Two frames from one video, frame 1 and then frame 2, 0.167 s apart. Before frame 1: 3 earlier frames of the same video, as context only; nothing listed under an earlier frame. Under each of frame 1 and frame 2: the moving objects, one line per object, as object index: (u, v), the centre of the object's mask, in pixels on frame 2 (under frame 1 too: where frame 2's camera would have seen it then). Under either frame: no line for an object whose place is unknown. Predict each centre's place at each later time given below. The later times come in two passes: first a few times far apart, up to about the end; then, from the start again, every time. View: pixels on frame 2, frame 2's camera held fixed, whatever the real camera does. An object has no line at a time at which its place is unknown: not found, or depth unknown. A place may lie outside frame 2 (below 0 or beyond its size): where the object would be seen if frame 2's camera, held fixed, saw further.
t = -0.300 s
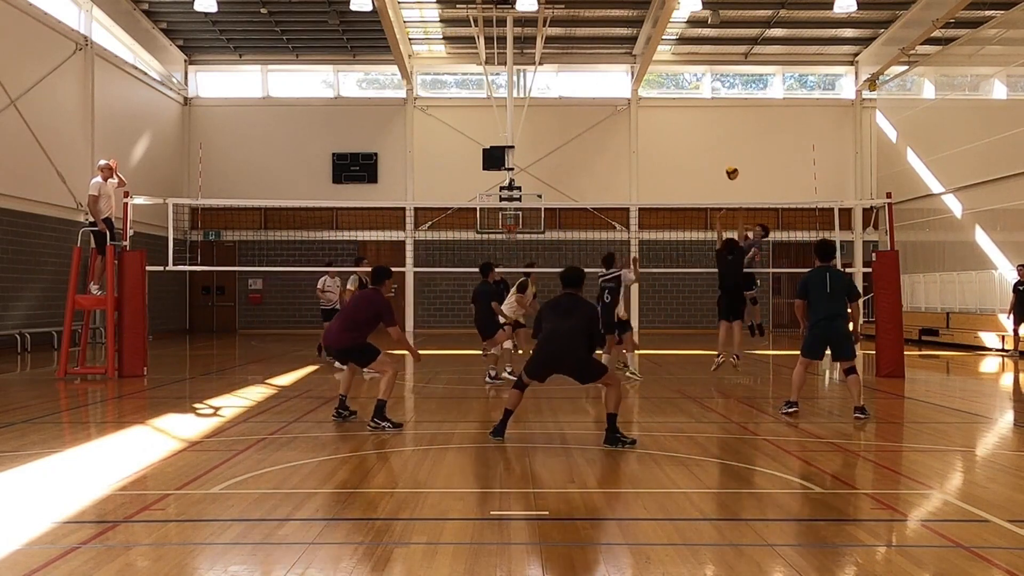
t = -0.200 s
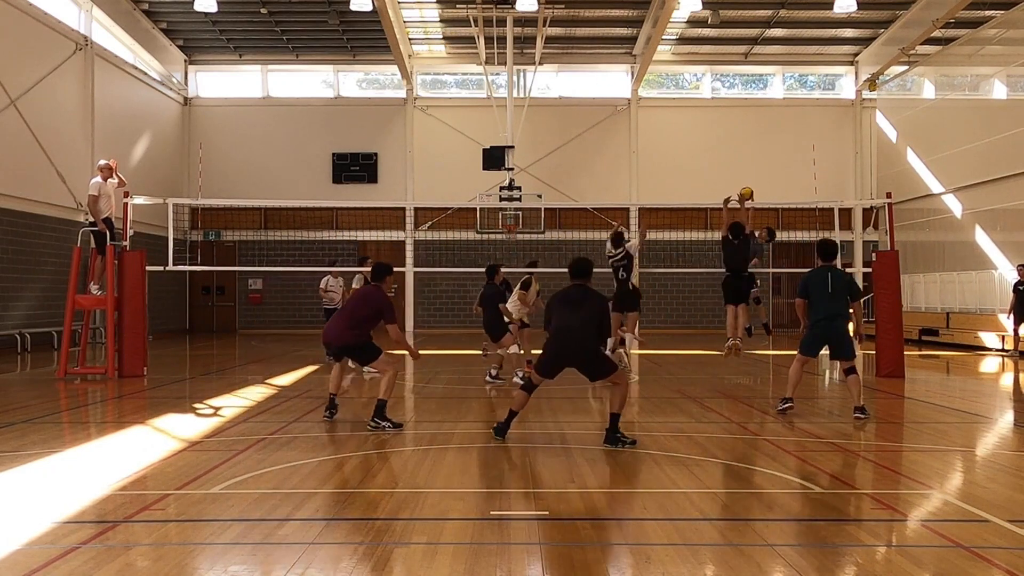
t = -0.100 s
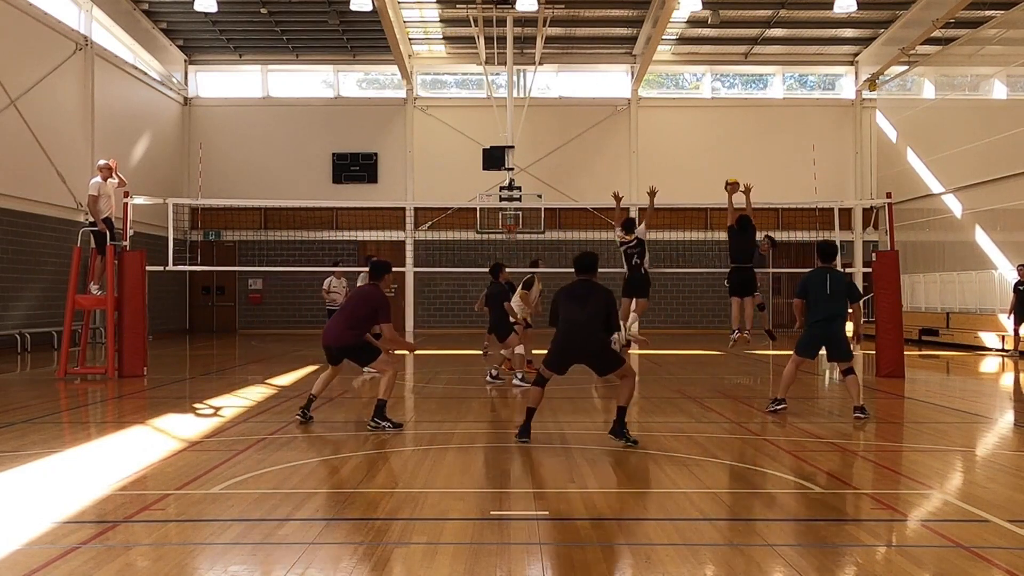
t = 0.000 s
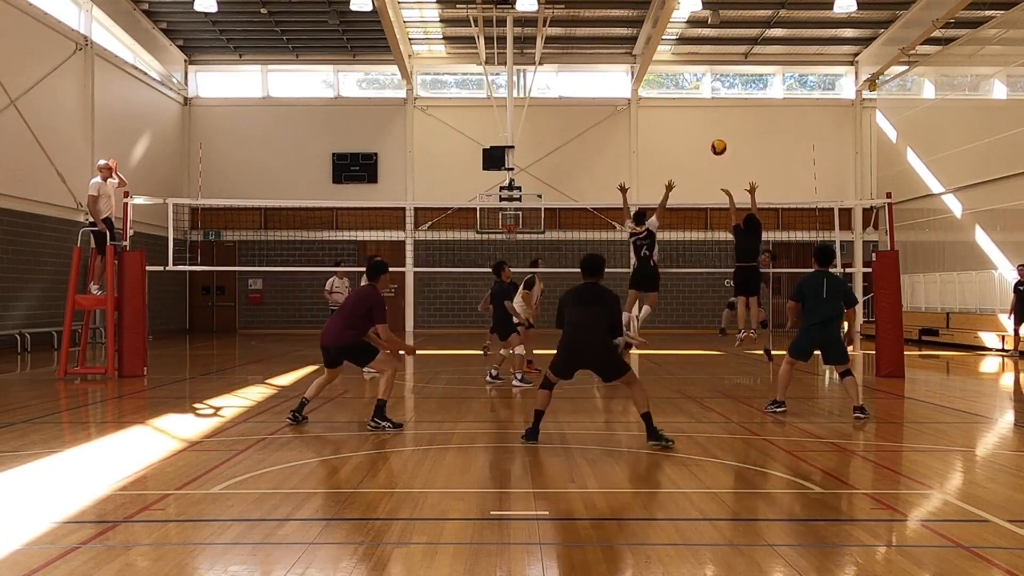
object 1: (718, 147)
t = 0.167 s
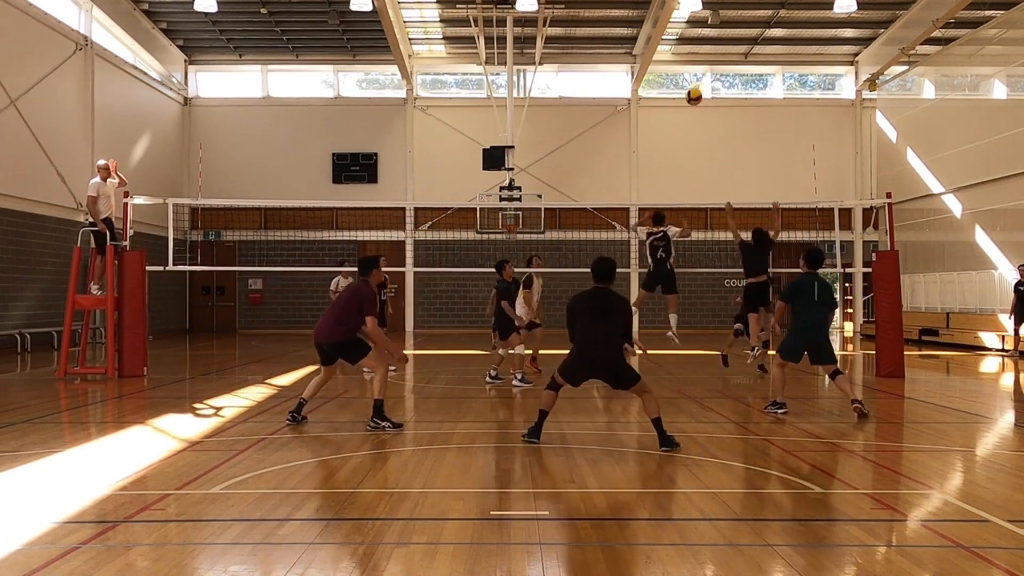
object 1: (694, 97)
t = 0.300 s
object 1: (672, 70)
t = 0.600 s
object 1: (618, 65)
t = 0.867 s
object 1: (562, 148)
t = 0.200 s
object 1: (689, 88)
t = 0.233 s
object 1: (683, 82)
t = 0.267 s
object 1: (678, 76)
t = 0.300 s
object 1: (672, 70)
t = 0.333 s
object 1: (667, 65)
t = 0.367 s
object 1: (661, 61)
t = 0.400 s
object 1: (655, 59)
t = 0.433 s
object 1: (649, 58)
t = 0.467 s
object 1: (643, 57)
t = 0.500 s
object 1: (637, 59)
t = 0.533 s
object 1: (631, 59)
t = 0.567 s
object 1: (624, 62)
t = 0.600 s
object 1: (618, 65)
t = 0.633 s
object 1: (611, 71)
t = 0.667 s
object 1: (605, 77)
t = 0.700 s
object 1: (598, 86)
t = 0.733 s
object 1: (591, 96)
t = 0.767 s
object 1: (584, 107)
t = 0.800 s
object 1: (577, 119)
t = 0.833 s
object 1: (569, 133)
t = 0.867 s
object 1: (562, 148)
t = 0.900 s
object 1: (554, 166)
